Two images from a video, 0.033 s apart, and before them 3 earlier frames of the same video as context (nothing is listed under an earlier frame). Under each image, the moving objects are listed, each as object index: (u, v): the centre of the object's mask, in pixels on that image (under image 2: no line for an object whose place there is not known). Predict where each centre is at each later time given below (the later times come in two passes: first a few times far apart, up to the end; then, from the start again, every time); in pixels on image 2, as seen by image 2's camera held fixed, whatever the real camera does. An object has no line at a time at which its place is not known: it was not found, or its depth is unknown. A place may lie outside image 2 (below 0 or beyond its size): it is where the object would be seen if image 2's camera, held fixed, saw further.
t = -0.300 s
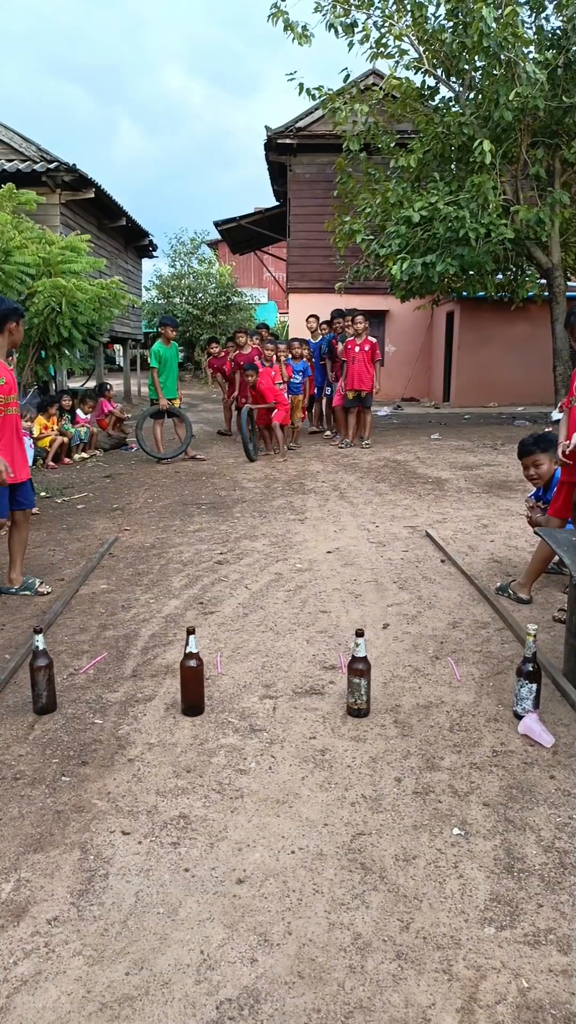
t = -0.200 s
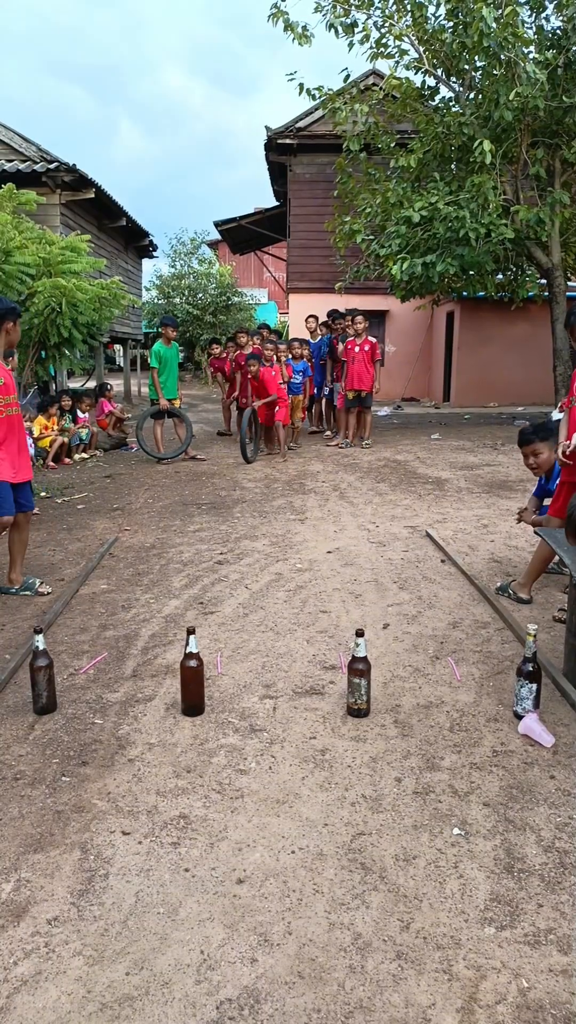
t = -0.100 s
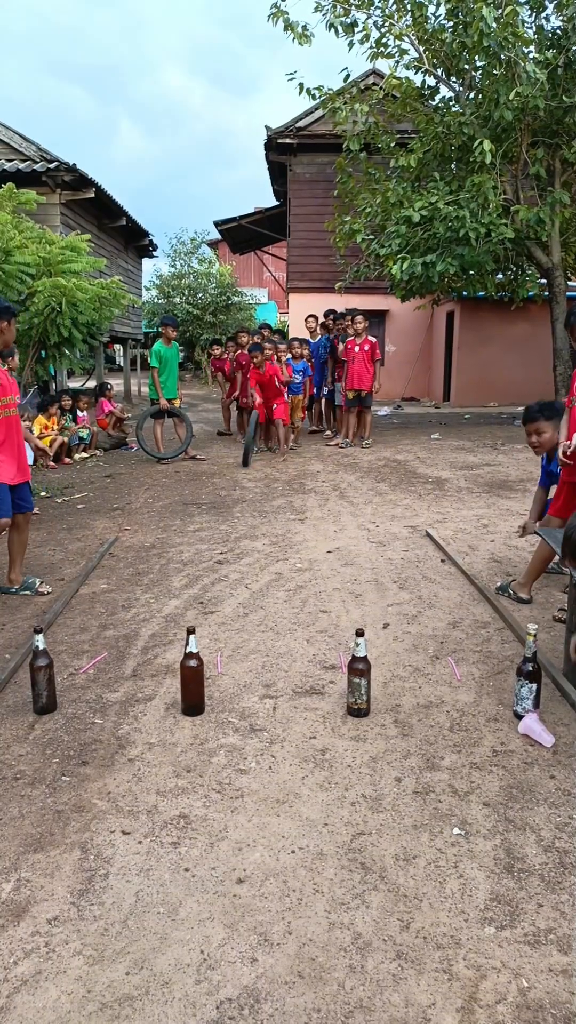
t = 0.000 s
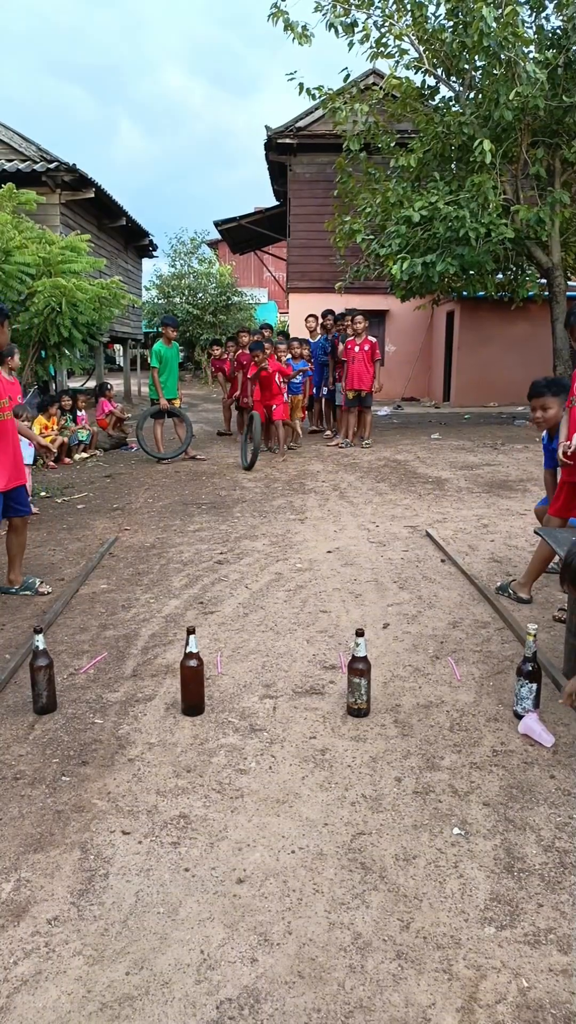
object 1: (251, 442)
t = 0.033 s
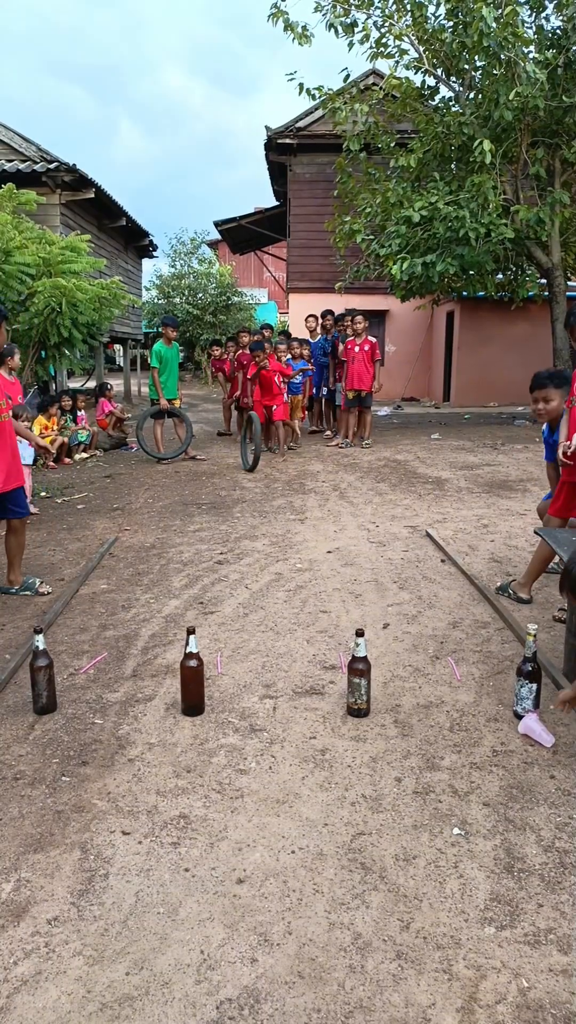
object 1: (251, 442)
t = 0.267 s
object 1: (251, 450)
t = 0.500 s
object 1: (255, 459)
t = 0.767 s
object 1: (258, 472)
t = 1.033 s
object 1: (266, 488)
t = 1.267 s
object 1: (273, 504)
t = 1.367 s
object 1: (278, 512)
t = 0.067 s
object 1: (251, 442)
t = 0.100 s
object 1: (250, 443)
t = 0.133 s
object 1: (251, 445)
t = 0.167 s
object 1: (250, 445)
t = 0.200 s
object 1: (250, 446)
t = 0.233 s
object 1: (250, 448)
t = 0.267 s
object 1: (251, 450)
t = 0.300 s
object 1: (251, 451)
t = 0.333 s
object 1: (252, 453)
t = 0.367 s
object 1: (252, 454)
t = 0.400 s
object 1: (253, 455)
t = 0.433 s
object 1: (254, 457)
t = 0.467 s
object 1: (254, 458)
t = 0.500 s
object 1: (255, 459)
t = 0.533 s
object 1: (255, 460)
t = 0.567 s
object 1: (255, 462)
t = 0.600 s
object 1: (255, 464)
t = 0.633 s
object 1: (256, 465)
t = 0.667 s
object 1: (256, 467)
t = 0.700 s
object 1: (256, 468)
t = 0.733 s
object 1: (257, 470)
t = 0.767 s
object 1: (258, 472)
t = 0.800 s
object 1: (259, 474)
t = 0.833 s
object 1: (260, 477)
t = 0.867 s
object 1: (262, 478)
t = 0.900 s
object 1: (263, 479)
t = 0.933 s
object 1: (264, 482)
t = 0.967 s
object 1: (264, 484)
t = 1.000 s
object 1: (265, 486)
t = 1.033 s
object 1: (266, 488)
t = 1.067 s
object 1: (266, 490)
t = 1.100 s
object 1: (267, 492)
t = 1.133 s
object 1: (268, 494)
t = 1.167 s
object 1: (269, 496)
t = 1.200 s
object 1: (270, 499)
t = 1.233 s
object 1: (271, 501)
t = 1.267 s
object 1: (273, 504)
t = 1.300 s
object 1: (274, 507)
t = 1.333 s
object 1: (277, 509)
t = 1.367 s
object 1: (278, 512)
